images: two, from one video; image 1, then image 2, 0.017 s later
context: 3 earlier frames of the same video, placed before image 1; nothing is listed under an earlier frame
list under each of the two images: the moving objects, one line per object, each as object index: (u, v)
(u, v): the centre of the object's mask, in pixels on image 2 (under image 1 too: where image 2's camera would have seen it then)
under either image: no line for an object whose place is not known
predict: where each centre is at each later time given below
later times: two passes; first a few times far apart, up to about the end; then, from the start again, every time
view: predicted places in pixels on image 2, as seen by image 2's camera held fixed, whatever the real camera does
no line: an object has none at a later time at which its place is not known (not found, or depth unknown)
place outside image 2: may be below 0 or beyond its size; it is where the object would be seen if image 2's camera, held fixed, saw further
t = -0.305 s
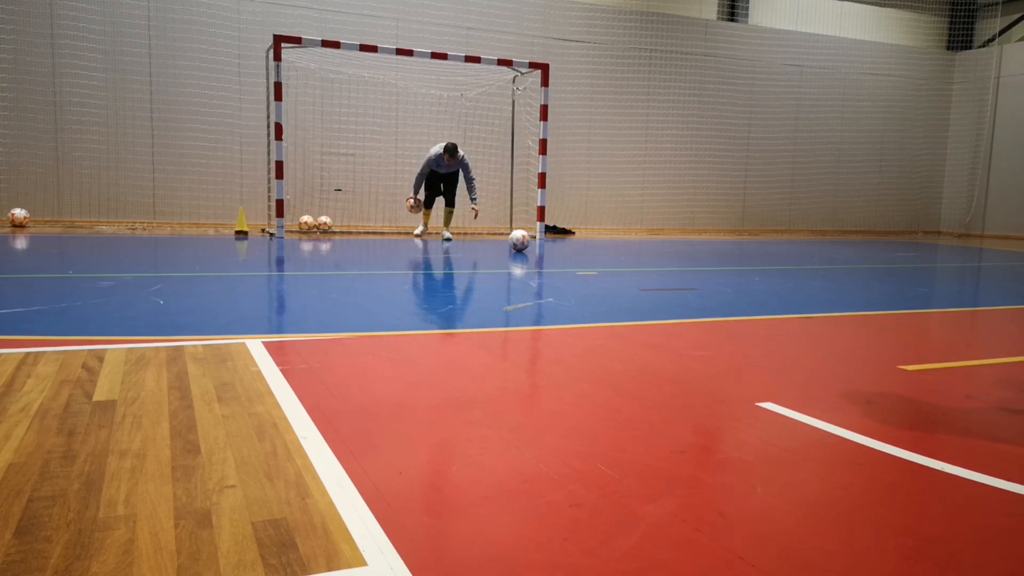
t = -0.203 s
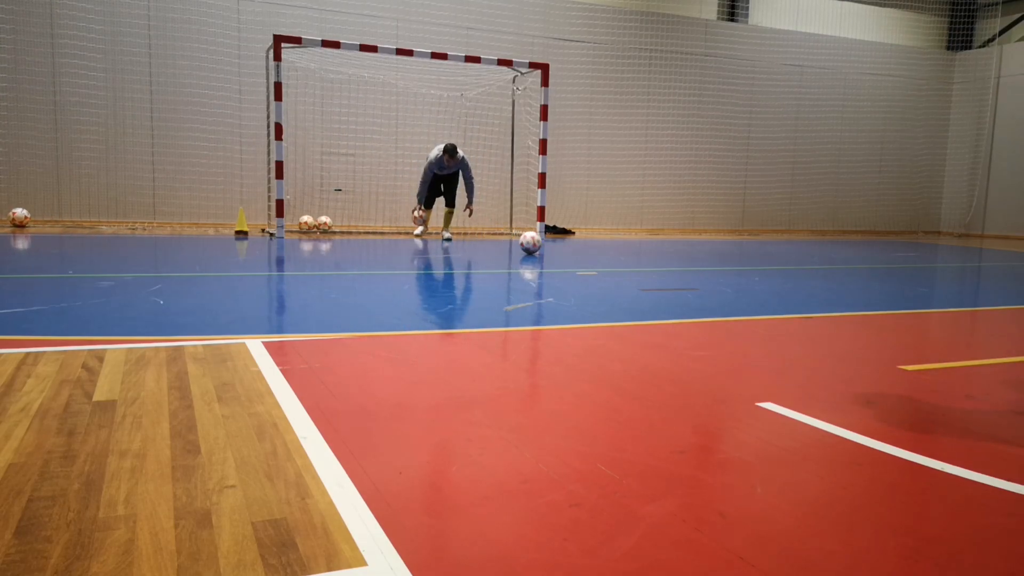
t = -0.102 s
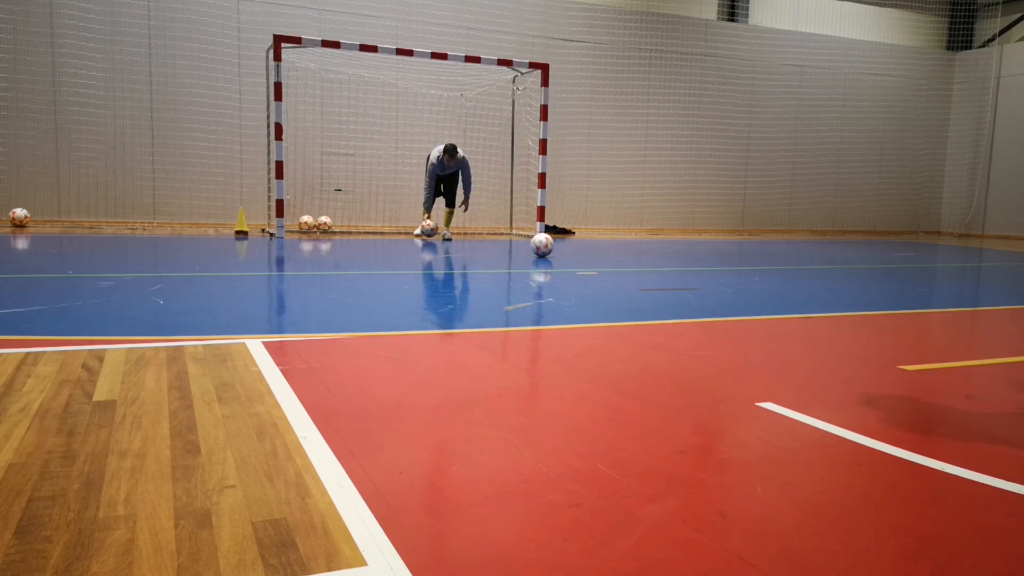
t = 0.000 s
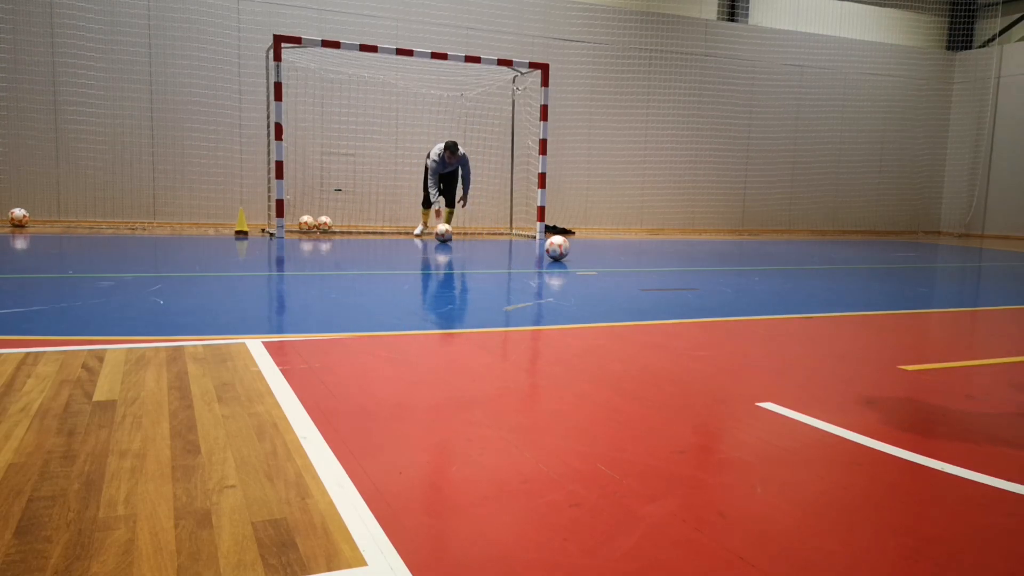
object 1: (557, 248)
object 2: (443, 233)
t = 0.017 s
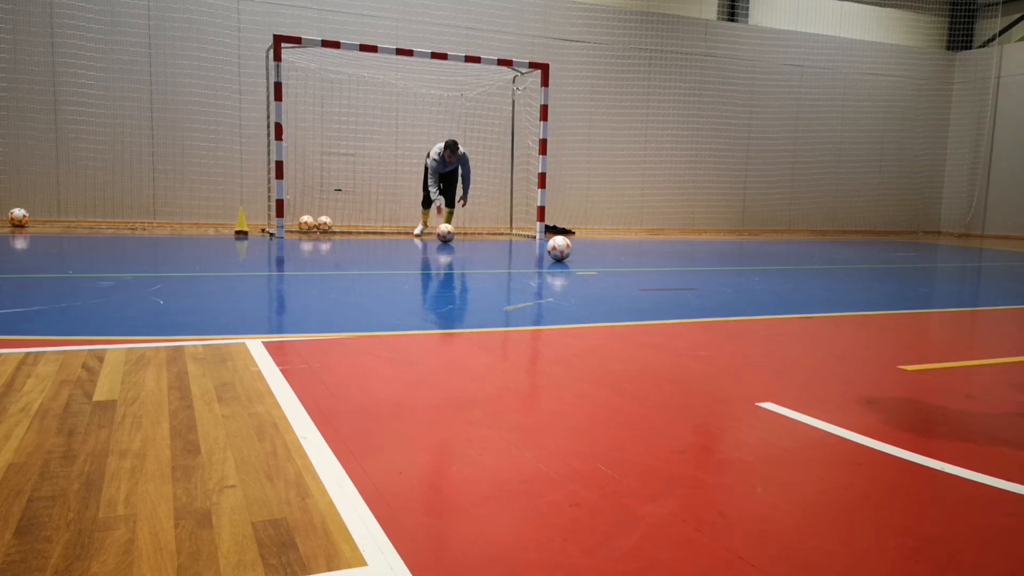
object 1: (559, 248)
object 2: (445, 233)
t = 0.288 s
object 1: (600, 257)
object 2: (478, 238)
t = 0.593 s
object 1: (659, 268)
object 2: (515, 245)
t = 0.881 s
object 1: (735, 283)
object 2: (558, 252)
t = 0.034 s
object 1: (561, 248)
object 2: (447, 233)
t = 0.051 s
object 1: (564, 249)
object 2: (449, 234)
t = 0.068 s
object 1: (566, 250)
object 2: (452, 234)
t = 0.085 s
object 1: (568, 250)
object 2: (453, 234)
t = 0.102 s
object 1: (571, 251)
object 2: (456, 235)
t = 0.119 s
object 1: (573, 251)
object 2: (458, 235)
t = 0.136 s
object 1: (576, 252)
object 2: (460, 235)
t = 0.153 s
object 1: (579, 252)
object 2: (462, 236)
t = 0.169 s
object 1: (581, 253)
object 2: (464, 236)
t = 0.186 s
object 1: (584, 253)
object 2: (466, 236)
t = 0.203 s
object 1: (586, 254)
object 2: (468, 237)
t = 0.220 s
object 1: (589, 254)
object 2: (470, 237)
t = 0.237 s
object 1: (591, 255)
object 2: (472, 237)
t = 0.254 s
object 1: (594, 255)
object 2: (474, 238)
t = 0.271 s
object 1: (597, 256)
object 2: (476, 238)
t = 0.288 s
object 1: (600, 257)
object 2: (478, 238)
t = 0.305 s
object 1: (602, 257)
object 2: (480, 239)
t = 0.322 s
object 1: (605, 258)
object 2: (482, 239)
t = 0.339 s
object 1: (608, 258)
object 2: (484, 239)
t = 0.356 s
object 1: (611, 259)
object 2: (486, 240)
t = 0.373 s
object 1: (614, 259)
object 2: (487, 240)
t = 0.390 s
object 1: (618, 260)
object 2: (489, 240)
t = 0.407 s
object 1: (621, 261)
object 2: (492, 241)
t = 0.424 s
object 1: (624, 261)
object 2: (494, 241)
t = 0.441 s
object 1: (627, 262)
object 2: (496, 241)
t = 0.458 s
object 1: (630, 263)
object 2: (498, 242)
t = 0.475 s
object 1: (634, 263)
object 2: (500, 242)
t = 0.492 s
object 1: (637, 264)
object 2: (502, 243)
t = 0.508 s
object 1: (640, 265)
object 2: (504, 243)
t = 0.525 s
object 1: (644, 265)
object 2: (506, 243)
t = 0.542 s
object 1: (648, 266)
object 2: (509, 244)
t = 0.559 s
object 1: (651, 267)
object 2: (511, 244)
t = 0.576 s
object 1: (655, 267)
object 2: (513, 245)
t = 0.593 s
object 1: (659, 268)
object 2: (515, 245)
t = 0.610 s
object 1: (663, 269)
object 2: (517, 245)
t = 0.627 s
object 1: (667, 269)
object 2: (520, 246)
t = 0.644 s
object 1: (671, 270)
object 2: (522, 246)
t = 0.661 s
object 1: (675, 271)
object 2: (525, 246)
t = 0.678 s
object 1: (679, 272)
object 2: (527, 247)
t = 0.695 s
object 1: (683, 273)
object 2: (529, 248)
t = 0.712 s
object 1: (687, 274)
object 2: (532, 248)
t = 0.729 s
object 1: (691, 274)
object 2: (535, 248)
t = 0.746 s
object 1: (696, 275)
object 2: (537, 249)
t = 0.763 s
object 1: (701, 276)
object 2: (540, 249)
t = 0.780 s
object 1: (705, 277)
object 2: (542, 249)
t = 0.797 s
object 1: (710, 278)
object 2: (545, 250)
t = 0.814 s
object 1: (715, 279)
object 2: (547, 251)
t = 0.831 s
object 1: (720, 280)
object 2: (550, 251)
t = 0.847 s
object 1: (725, 281)
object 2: (553, 251)
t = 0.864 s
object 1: (730, 282)
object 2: (556, 251)
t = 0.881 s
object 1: (735, 283)
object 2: (558, 252)
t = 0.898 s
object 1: (740, 284)
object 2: (561, 253)
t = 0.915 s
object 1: (746, 285)
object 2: (564, 253)
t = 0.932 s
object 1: (752, 286)
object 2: (567, 253)
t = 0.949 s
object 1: (757, 287)
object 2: (570, 254)
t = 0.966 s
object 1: (763, 288)
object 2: (573, 255)
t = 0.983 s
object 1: (770, 289)
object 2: (576, 255)
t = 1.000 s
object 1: (776, 290)
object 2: (579, 256)
